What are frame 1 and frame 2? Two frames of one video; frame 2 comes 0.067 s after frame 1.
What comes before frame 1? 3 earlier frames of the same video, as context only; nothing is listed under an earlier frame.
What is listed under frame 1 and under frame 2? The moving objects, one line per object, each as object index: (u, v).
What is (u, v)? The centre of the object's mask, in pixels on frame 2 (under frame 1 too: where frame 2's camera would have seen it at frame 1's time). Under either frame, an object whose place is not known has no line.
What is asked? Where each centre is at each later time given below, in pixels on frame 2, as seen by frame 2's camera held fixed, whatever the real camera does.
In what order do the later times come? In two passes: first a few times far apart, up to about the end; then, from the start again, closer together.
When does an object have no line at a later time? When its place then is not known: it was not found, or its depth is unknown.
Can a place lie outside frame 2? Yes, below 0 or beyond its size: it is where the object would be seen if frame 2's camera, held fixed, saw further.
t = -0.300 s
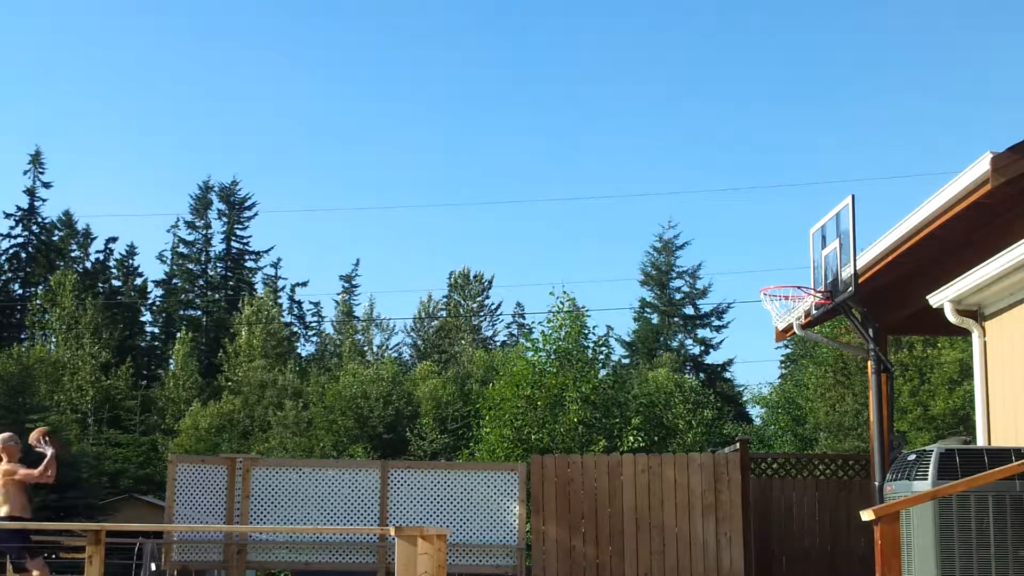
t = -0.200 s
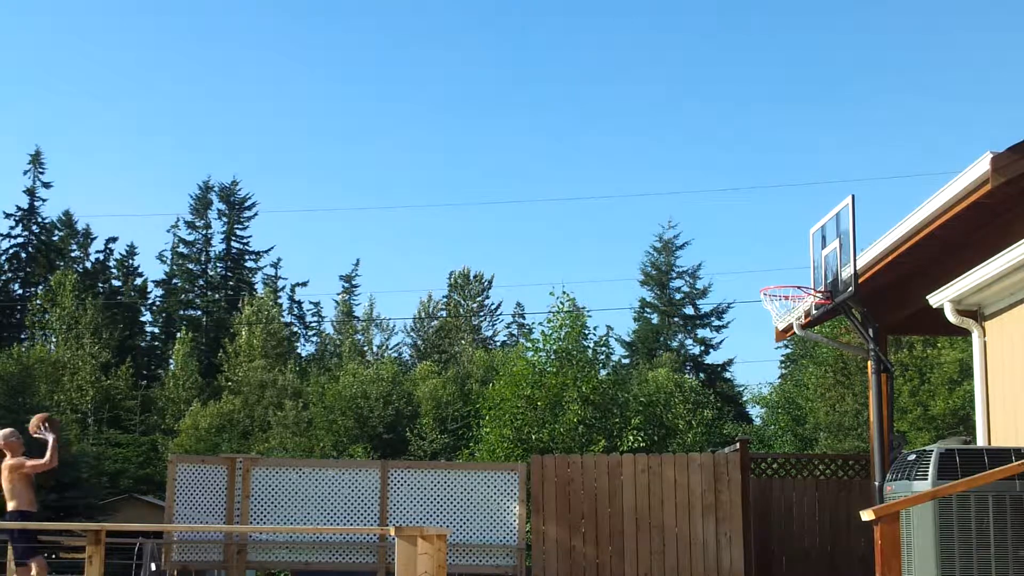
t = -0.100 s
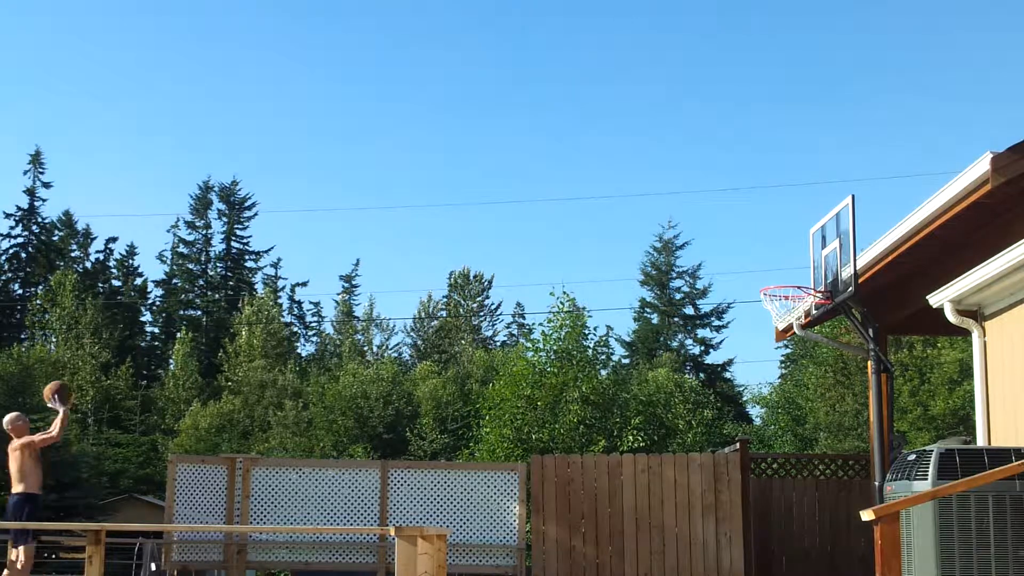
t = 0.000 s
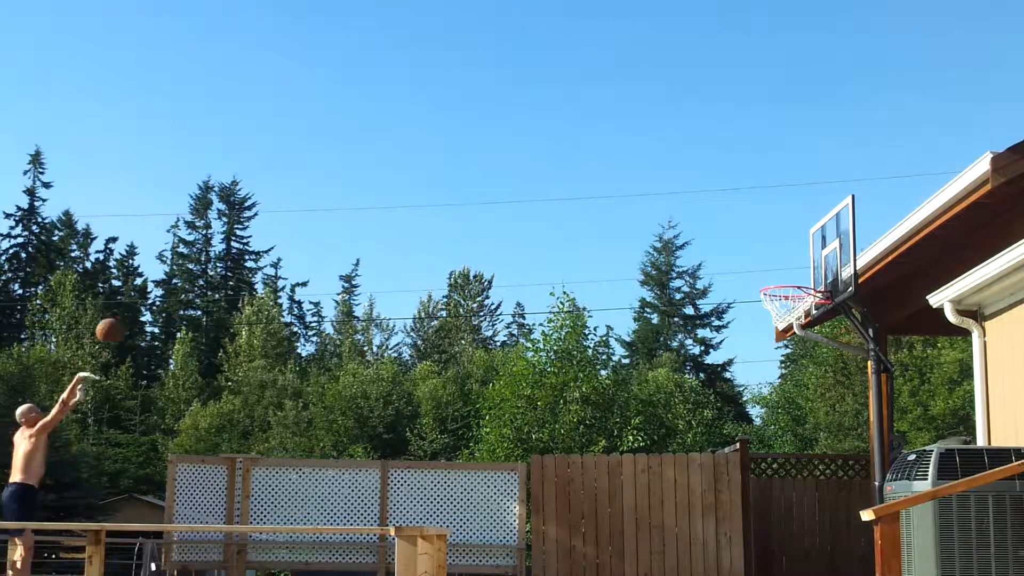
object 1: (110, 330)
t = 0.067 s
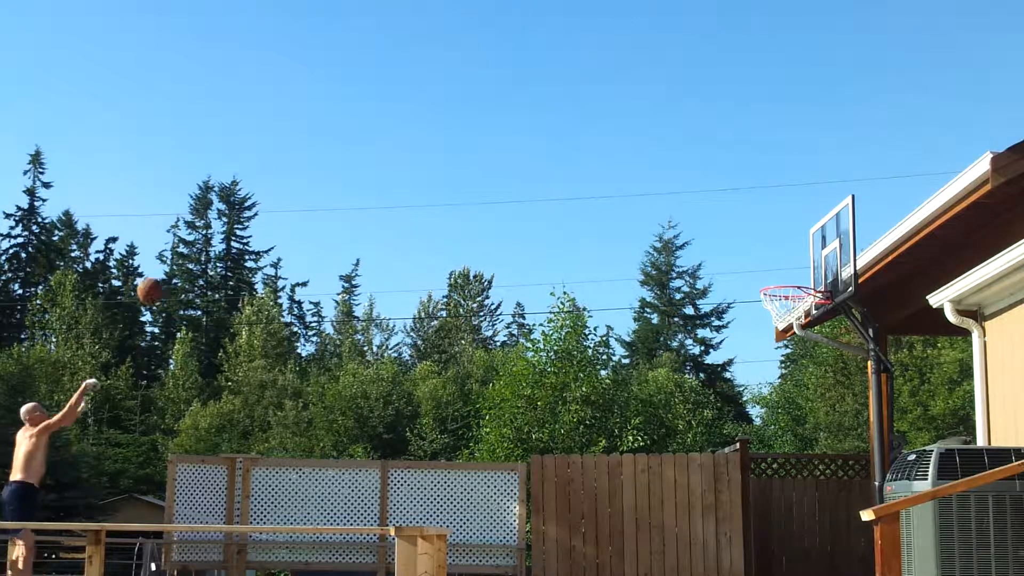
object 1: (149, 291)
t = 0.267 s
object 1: (271, 198)
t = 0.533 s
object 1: (424, 138)
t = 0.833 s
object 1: (595, 158)
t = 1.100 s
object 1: (749, 258)
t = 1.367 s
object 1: (788, 312)
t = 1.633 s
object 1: (740, 362)
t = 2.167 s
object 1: (639, 567)
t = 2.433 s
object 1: (590, 457)
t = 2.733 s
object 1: (533, 429)
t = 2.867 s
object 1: (508, 449)
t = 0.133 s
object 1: (191, 255)
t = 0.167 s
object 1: (211, 238)
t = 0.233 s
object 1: (251, 210)
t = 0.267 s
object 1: (271, 198)
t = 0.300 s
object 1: (290, 187)
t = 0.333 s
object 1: (310, 176)
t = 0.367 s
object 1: (329, 167)
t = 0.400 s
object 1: (348, 159)
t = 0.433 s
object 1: (367, 152)
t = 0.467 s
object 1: (387, 146)
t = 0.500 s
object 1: (406, 142)
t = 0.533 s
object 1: (424, 138)
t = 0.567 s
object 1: (443, 136)
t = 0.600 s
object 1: (462, 134)
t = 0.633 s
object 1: (481, 134)
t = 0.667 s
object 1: (500, 135)
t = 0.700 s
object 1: (519, 138)
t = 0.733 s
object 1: (538, 141)
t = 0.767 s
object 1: (557, 145)
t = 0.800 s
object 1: (576, 151)
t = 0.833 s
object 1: (595, 158)
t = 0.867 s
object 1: (614, 166)
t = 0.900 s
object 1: (633, 176)
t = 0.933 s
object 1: (653, 186)
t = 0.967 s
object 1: (672, 198)
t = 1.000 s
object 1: (691, 211)
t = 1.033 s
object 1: (710, 225)
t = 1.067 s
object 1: (730, 241)
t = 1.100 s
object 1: (749, 258)
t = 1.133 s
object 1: (769, 275)
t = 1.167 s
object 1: (788, 294)
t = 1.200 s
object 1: (800, 306)
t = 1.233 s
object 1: (807, 317)
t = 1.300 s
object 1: (801, 317)
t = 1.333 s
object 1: (795, 313)
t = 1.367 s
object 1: (788, 312)
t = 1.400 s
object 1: (783, 314)
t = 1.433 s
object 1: (777, 317)
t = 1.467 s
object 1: (770, 321)
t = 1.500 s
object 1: (765, 327)
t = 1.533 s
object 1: (759, 334)
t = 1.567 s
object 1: (753, 342)
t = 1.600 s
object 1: (747, 351)
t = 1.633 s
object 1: (740, 362)
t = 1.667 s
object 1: (734, 374)
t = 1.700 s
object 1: (728, 389)
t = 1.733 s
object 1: (723, 404)
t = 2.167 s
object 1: (639, 567)
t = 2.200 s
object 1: (633, 552)
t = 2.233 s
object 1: (626, 534)
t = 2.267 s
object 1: (621, 519)
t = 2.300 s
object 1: (615, 502)
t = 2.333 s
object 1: (608, 489)
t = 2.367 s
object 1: (599, 476)
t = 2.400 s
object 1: (594, 465)
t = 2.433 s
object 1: (590, 457)
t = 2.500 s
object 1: (578, 442)
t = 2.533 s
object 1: (573, 438)
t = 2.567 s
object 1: (566, 432)
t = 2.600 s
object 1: (559, 429)
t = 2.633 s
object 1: (552, 427)
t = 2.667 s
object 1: (548, 426)
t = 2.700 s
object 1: (538, 426)
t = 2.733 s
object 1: (533, 429)
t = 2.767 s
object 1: (527, 432)
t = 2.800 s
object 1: (520, 437)
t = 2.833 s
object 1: (514, 443)
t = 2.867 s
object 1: (508, 449)
